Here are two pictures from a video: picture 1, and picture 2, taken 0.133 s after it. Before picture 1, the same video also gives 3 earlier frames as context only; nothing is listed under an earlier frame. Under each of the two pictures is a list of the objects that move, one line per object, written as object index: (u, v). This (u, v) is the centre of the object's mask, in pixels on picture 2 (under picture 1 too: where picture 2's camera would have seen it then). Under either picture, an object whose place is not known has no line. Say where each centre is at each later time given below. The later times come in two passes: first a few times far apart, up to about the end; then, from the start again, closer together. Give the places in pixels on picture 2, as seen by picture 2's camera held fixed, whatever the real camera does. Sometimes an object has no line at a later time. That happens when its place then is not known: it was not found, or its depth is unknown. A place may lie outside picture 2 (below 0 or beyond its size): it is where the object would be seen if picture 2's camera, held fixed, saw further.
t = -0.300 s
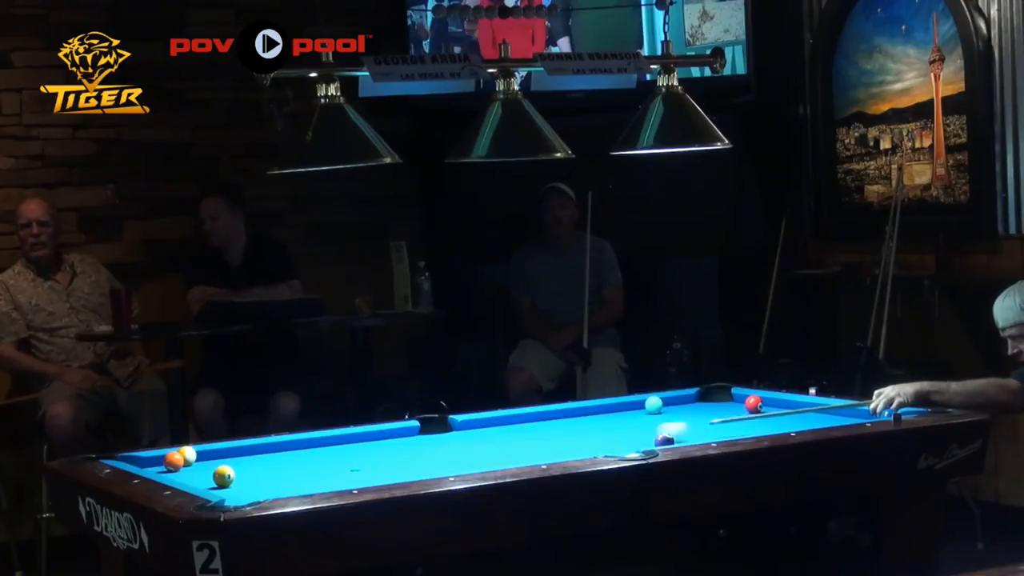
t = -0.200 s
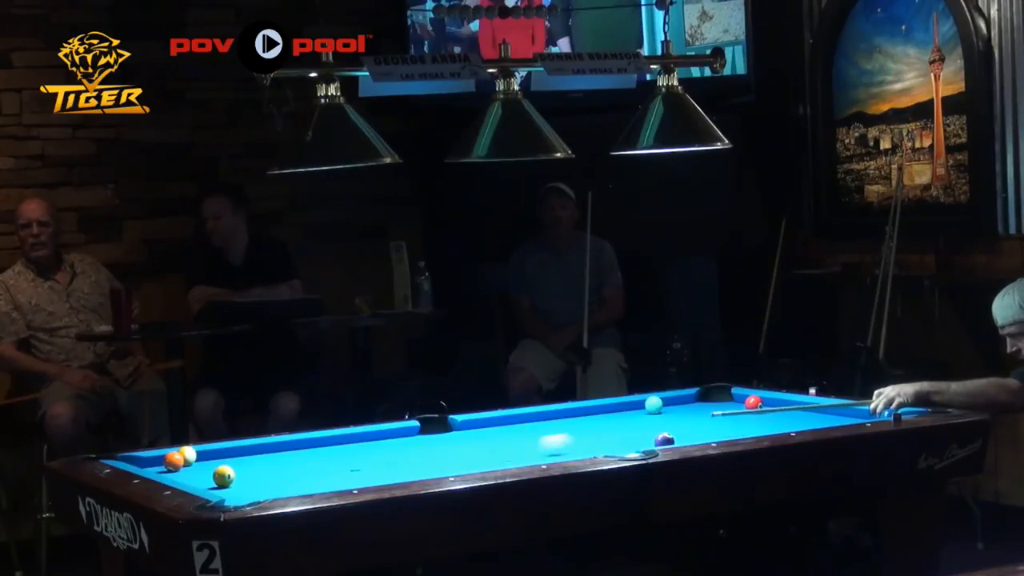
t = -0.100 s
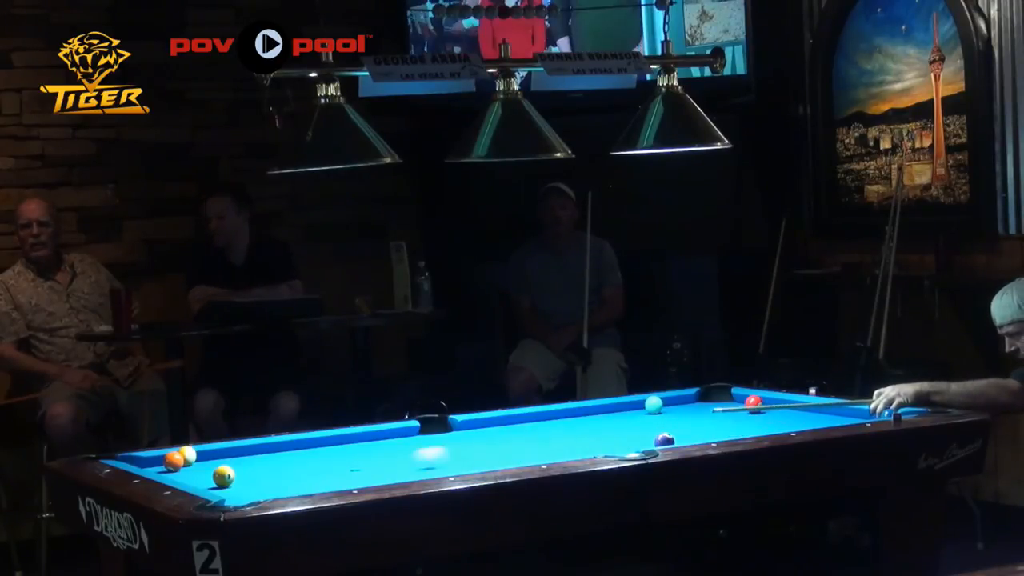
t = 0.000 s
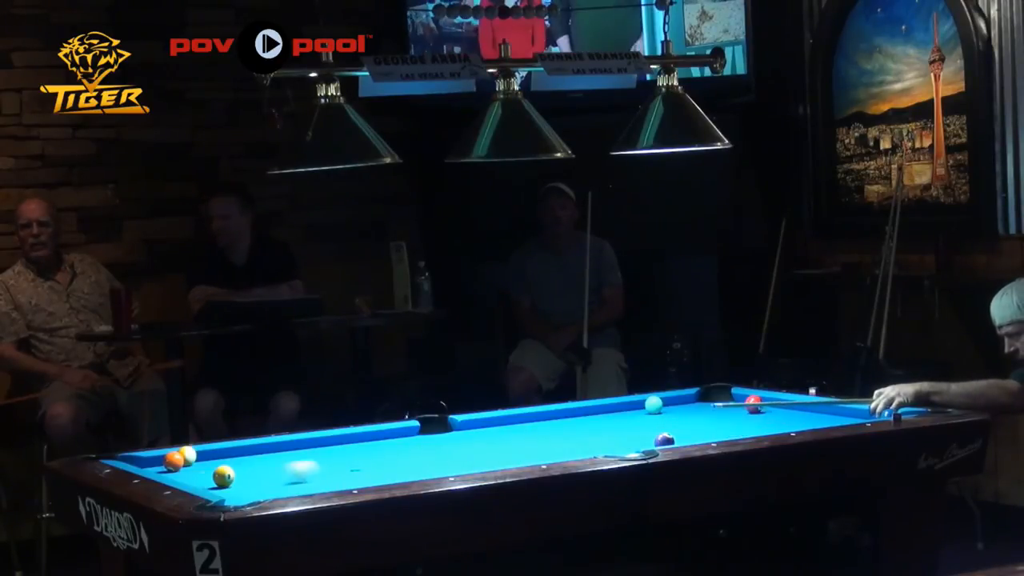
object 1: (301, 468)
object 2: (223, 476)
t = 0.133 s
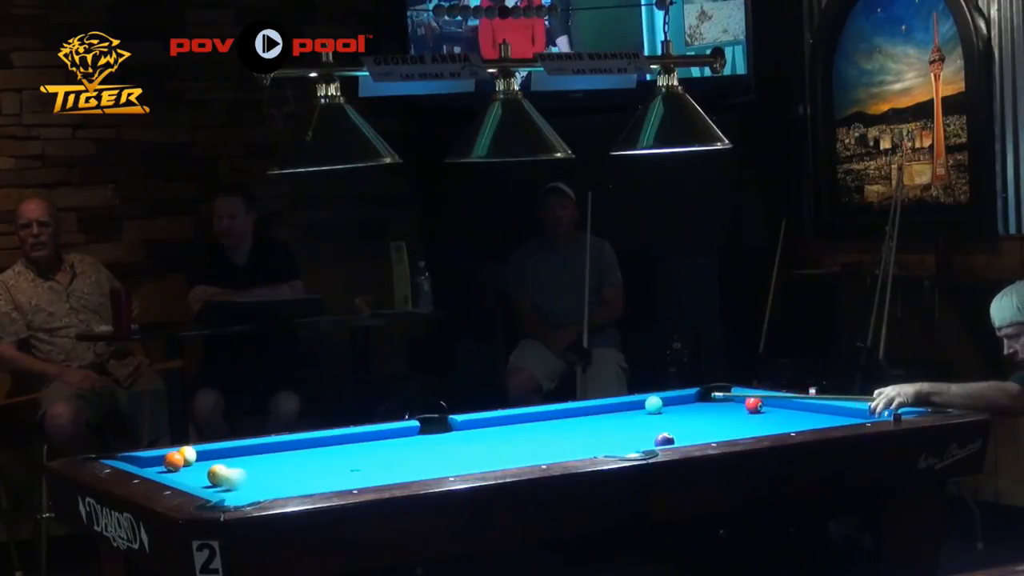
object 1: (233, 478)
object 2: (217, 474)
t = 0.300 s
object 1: (366, 461)
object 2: (208, 472)
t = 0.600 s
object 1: (544, 439)
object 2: (192, 469)
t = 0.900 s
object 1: (698, 420)
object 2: (177, 466)
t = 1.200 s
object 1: (797, 407)
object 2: (163, 464)
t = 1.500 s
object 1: (714, 418)
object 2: (150, 463)
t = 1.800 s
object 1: (631, 428)
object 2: (138, 461)
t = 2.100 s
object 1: (546, 439)
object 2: (134, 461)
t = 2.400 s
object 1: (458, 450)
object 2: (134, 460)
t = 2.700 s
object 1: (369, 462)
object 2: (135, 460)
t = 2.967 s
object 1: (288, 472)
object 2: (136, 460)
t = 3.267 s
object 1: (196, 480)
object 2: (136, 460)
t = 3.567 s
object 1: (251, 478)
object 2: (136, 460)
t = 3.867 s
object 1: (304, 471)
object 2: (136, 459)
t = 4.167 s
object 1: (353, 465)
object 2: (136, 460)
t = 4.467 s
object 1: (398, 460)
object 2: (136, 460)
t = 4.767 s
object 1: (439, 454)
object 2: (136, 459)
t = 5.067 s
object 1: (478, 450)
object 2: (136, 459)
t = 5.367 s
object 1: (513, 445)
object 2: (136, 459)
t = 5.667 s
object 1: (545, 441)
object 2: (136, 460)
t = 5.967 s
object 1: (575, 437)
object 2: (136, 460)
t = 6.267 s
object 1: (602, 434)
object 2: (136, 460)
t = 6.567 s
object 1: (626, 432)
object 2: (136, 459)
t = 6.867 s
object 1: (648, 429)
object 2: (136, 460)
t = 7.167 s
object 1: (667, 426)
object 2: (136, 460)
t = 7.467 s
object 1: (684, 425)
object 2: (136, 460)
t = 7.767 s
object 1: (699, 424)
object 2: (136, 460)
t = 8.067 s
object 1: (710, 422)
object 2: (136, 459)
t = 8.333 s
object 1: (720, 421)
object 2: (136, 460)
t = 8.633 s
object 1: (727, 420)
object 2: (136, 460)
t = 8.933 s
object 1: (734, 419)
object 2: (136, 459)
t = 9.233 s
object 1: (739, 419)
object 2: (136, 459)
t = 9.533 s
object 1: (742, 419)
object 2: (136, 460)
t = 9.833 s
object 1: (742, 419)
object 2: (136, 460)
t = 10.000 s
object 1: (742, 419)
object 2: (136, 460)
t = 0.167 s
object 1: (261, 474)
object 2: (216, 474)
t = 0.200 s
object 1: (290, 470)
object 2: (214, 474)
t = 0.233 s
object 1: (317, 467)
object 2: (212, 473)
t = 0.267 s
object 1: (343, 464)
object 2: (210, 473)
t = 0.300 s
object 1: (366, 461)
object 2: (208, 472)
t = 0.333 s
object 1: (389, 458)
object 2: (206, 472)
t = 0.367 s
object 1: (411, 456)
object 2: (205, 471)
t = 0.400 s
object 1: (431, 453)
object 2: (203, 471)
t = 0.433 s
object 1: (450, 451)
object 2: (201, 471)
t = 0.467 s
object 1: (469, 448)
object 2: (199, 470)
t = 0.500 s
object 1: (489, 446)
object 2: (197, 470)
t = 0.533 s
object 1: (507, 444)
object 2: (196, 470)
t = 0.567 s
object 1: (526, 441)
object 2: (194, 469)
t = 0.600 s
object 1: (544, 439)
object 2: (192, 469)
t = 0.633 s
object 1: (562, 437)
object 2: (190, 468)
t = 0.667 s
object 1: (580, 434)
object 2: (189, 468)
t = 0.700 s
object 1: (598, 432)
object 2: (187, 468)
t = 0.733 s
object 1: (615, 430)
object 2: (185, 468)
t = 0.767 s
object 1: (632, 428)
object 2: (184, 468)
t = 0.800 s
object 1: (649, 426)
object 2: (183, 467)
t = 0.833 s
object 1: (666, 424)
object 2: (181, 467)
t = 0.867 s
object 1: (681, 422)
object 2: (179, 467)
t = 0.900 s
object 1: (698, 420)
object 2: (177, 466)
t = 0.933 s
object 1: (714, 418)
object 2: (176, 466)
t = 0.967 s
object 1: (729, 415)
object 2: (174, 465)
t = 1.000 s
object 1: (745, 414)
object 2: (173, 464)
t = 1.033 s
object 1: (761, 412)
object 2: (171, 464)
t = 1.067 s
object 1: (776, 410)
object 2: (170, 464)
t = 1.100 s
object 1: (791, 408)
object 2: (167, 464)
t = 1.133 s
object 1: (806, 406)
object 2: (166, 464)
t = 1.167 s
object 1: (809, 406)
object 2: (164, 464)
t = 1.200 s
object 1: (797, 407)
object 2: (163, 464)
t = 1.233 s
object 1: (787, 409)
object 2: (161, 464)
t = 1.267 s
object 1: (778, 410)
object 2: (159, 464)
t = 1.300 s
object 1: (769, 411)
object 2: (158, 464)
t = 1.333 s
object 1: (760, 412)
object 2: (157, 463)
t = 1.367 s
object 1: (751, 413)
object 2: (155, 463)
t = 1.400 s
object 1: (741, 414)
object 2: (154, 463)
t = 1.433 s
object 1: (732, 415)
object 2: (152, 463)
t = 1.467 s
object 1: (723, 416)
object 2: (151, 463)
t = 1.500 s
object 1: (714, 418)
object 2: (150, 463)
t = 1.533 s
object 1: (705, 419)
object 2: (148, 462)
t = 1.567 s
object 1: (695, 419)
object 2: (147, 462)
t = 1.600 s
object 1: (687, 421)
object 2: (146, 462)
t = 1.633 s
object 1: (677, 422)
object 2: (145, 462)
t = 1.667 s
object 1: (668, 423)
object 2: (143, 462)
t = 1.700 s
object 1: (659, 424)
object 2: (142, 462)
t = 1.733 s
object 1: (650, 425)
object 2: (141, 461)
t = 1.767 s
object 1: (641, 427)
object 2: (140, 462)
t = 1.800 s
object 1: (631, 428)
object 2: (138, 461)
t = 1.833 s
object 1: (622, 429)
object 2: (137, 461)
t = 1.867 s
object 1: (613, 431)
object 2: (136, 461)
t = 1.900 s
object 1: (603, 432)
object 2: (135, 461)
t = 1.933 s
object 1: (594, 433)
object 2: (134, 461)
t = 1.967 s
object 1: (585, 434)
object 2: (134, 461)
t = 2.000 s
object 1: (575, 435)
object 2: (134, 461)
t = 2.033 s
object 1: (565, 437)
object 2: (134, 461)
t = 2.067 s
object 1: (556, 438)
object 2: (134, 460)
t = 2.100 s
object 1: (546, 439)
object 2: (134, 461)
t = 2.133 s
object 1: (536, 440)
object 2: (134, 460)
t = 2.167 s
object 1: (527, 442)
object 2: (134, 460)
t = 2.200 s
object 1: (517, 443)
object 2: (134, 460)
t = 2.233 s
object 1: (507, 444)
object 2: (134, 460)
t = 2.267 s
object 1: (497, 445)
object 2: (134, 460)
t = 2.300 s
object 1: (487, 447)
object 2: (134, 460)
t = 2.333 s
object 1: (478, 448)
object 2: (134, 460)
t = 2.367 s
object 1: (468, 449)
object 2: (134, 460)
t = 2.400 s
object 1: (458, 450)
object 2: (134, 460)
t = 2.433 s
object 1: (448, 452)
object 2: (134, 460)
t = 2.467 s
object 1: (438, 453)
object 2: (134, 460)
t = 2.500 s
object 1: (428, 454)
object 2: (134, 460)
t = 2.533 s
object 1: (419, 455)
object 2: (134, 460)
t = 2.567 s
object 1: (408, 456)
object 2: (134, 460)
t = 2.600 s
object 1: (399, 458)
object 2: (135, 460)
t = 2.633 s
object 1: (389, 459)
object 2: (135, 460)
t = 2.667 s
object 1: (379, 461)
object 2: (135, 460)
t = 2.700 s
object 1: (369, 462)
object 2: (135, 460)
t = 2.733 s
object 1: (359, 463)
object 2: (135, 460)
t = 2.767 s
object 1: (349, 464)
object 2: (135, 460)
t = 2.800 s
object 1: (339, 466)
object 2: (135, 460)
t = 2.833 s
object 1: (328, 467)
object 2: (135, 460)
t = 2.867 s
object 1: (318, 468)
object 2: (136, 460)
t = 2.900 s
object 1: (308, 470)
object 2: (136, 460)
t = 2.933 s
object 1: (298, 471)
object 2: (136, 460)
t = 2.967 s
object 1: (288, 472)
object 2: (136, 460)
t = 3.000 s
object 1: (277, 474)
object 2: (136, 460)
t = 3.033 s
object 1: (267, 475)
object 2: (136, 460)
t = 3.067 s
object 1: (257, 476)
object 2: (136, 460)
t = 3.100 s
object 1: (246, 478)
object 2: (136, 460)
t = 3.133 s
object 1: (236, 479)
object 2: (136, 460)
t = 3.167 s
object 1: (226, 481)
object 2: (136, 460)
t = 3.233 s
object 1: (205, 481)
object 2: (136, 459)
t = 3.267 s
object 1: (196, 480)
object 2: (136, 460)
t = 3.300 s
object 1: (200, 481)
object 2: (136, 460)
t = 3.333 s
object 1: (207, 482)
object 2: (136, 460)
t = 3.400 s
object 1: (219, 482)
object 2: (136, 460)
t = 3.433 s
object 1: (225, 481)
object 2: (136, 460)
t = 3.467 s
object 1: (232, 480)
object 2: (136, 460)
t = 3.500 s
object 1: (238, 480)
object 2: (136, 460)
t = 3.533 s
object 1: (244, 479)
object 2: (136, 460)
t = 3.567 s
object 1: (251, 478)
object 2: (136, 460)
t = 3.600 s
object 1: (257, 477)
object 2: (136, 460)
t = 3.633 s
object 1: (263, 476)
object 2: (136, 460)
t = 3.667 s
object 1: (268, 476)
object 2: (136, 460)
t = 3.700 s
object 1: (275, 475)
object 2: (136, 459)
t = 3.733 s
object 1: (281, 474)
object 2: (136, 460)
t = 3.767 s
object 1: (286, 474)
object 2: (136, 460)
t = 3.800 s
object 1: (292, 473)
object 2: (136, 460)
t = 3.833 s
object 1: (298, 472)
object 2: (136, 460)
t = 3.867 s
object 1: (304, 471)
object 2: (136, 459)
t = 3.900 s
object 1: (309, 471)
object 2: (136, 460)
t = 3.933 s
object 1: (315, 470)
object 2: (136, 460)
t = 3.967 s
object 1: (321, 469)
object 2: (136, 460)
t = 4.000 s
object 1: (326, 469)
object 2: (136, 460)
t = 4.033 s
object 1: (331, 468)
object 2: (136, 460)
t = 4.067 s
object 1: (337, 467)
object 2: (136, 460)
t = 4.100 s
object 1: (343, 466)
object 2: (136, 460)
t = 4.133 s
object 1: (348, 466)
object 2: (136, 460)
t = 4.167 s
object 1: (353, 465)
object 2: (136, 460)
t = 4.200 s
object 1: (358, 465)
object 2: (136, 460)
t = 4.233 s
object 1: (363, 464)
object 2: (136, 460)
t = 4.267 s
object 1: (369, 463)
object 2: (136, 460)
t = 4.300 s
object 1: (374, 463)
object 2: (136, 460)
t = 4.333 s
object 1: (379, 462)
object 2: (136, 460)
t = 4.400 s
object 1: (388, 461)
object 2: (136, 460)
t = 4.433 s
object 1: (394, 460)
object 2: (136, 460)
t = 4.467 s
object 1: (398, 460)
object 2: (136, 460)
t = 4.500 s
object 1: (403, 459)
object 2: (136, 460)
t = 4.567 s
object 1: (412, 458)
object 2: (136, 460)
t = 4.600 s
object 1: (417, 457)
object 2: (136, 459)
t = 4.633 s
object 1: (421, 457)
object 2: (136, 459)
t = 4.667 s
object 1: (426, 456)
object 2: (136, 460)
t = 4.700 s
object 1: (431, 456)
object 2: (136, 460)
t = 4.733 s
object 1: (435, 455)
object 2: (136, 460)
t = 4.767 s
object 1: (439, 454)
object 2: (136, 459)
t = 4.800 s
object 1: (444, 454)
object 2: (136, 459)
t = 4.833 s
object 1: (449, 453)
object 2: (136, 459)
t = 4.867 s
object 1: (453, 453)
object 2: (136, 459)
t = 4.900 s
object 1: (457, 452)
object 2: (136, 459)
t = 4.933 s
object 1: (461, 452)
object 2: (136, 459)
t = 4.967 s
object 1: (466, 451)
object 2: (136, 459)
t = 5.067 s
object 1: (478, 450)
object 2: (136, 459)
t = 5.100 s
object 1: (482, 449)
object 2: (136, 460)
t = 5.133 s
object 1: (486, 449)
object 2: (136, 460)
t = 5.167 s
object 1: (490, 448)
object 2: (136, 459)
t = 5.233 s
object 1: (498, 447)
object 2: (136, 460)
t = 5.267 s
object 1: (502, 447)
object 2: (136, 460)
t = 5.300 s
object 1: (506, 446)
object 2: (136, 460)
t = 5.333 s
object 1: (510, 446)
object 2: (136, 460)
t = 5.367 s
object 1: (513, 445)
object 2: (136, 459)
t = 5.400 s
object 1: (517, 445)
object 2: (136, 459)
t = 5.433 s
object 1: (521, 444)
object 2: (136, 459)
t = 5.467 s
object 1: (524, 444)
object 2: (136, 459)
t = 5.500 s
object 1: (528, 443)
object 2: (136, 459)
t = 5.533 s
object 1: (531, 443)
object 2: (136, 460)
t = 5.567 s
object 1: (535, 443)
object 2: (136, 460)
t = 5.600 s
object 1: (538, 442)
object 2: (136, 460)
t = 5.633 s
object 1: (541, 441)
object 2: (136, 460)
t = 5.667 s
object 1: (545, 441)
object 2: (136, 460)
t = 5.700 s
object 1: (548, 441)
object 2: (136, 460)
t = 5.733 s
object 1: (552, 440)
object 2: (136, 460)
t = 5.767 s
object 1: (555, 440)
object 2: (136, 460)
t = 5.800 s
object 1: (558, 440)
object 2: (136, 460)
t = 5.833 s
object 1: (562, 439)
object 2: (136, 460)
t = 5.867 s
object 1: (565, 439)
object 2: (136, 460)
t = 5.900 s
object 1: (568, 438)
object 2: (136, 460)
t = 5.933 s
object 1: (572, 438)
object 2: (136, 460)
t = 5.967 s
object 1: (575, 437)
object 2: (136, 460)
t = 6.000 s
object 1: (578, 437)
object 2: (136, 460)
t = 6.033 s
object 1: (581, 437)
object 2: (136, 460)
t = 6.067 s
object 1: (584, 436)
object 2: (136, 460)
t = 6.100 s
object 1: (587, 436)
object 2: (136, 460)
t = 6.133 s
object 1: (590, 436)
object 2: (136, 459)
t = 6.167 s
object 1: (593, 435)
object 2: (136, 460)
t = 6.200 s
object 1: (596, 435)
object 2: (136, 460)
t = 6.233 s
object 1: (599, 435)
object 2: (136, 460)
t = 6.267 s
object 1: (602, 434)
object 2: (136, 460)
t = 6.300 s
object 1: (605, 434)
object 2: (136, 459)
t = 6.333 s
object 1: (607, 434)
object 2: (136, 459)
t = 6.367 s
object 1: (610, 433)
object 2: (136, 460)
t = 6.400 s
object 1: (613, 433)
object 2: (136, 460)
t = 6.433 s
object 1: (616, 432)
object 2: (136, 459)
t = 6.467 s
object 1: (618, 432)
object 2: (136, 460)
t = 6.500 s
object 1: (621, 432)
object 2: (136, 460)
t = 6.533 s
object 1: (623, 432)
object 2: (136, 460)
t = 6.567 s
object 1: (626, 432)
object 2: (136, 459)
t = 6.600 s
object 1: (629, 431)
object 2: (136, 460)
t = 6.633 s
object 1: (631, 431)
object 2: (136, 460)
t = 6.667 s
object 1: (633, 431)
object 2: (136, 459)
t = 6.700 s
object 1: (636, 430)
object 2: (136, 459)
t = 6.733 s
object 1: (639, 430)
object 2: (136, 459)
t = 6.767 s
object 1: (641, 430)
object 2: (136, 460)
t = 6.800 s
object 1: (644, 430)
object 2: (136, 460)
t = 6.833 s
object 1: (646, 430)
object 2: (136, 460)
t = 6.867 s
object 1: (648, 429)
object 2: (136, 460)
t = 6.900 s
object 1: (650, 429)
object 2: (136, 460)
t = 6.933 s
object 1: (652, 428)
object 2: (136, 460)
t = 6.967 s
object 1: (654, 428)
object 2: (136, 459)
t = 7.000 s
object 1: (656, 427)
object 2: (136, 459)
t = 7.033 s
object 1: (658, 427)
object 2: (136, 459)
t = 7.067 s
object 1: (660, 426)
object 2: (136, 459)
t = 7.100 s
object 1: (662, 426)
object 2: (136, 460)
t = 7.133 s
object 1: (665, 425)
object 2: (136, 460)
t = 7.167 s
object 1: (667, 426)
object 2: (136, 460)
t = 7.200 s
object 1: (670, 426)
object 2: (136, 460)
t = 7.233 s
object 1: (672, 427)
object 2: (136, 460)
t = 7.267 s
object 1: (674, 427)
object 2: (136, 460)
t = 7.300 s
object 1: (675, 426)
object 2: (136, 460)
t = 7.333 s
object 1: (677, 426)
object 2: (136, 460)
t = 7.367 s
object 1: (679, 426)
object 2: (136, 460)
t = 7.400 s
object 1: (680, 426)
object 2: (136, 460)
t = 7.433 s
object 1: (682, 426)
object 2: (136, 460)
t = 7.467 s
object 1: (684, 425)
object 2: (136, 460)
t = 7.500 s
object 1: (686, 425)
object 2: (136, 460)
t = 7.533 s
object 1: (688, 425)
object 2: (136, 460)
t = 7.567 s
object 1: (689, 425)
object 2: (136, 460)
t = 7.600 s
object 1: (690, 424)
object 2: (136, 460)
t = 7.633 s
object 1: (692, 424)
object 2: (136, 460)
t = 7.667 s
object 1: (693, 424)
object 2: (136, 460)
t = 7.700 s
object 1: (696, 424)
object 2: (136, 460)
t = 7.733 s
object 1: (697, 424)
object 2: (136, 460)
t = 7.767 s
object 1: (699, 424)
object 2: (136, 460)
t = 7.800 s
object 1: (700, 423)
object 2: (136, 460)
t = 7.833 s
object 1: (701, 423)
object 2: (136, 459)
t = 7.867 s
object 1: (702, 423)
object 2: (136, 459)
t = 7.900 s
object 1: (704, 423)
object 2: (136, 460)
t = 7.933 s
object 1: (706, 423)
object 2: (136, 460)
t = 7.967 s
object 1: (707, 423)
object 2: (136, 459)
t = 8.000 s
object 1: (708, 422)
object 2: (136, 459)
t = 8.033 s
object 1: (709, 422)
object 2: (136, 459)
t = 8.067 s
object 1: (710, 422)
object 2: (136, 459)
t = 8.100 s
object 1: (711, 421)
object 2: (136, 459)
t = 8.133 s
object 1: (713, 421)
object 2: (136, 459)
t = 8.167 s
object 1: (714, 421)
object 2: (136, 460)
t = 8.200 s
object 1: (715, 421)
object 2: (136, 460)
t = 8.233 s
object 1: (716, 421)
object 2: (136, 459)
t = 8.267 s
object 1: (717, 421)
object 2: (136, 459)
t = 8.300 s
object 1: (719, 421)
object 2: (136, 460)
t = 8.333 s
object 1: (720, 421)
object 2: (136, 460)
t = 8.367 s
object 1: (721, 421)
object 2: (136, 460)
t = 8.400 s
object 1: (722, 421)
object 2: (136, 459)
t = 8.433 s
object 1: (723, 421)
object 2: (136, 460)
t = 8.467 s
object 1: (723, 420)
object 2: (136, 460)
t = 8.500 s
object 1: (724, 420)
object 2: (136, 460)
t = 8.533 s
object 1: (725, 420)
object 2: (136, 460)
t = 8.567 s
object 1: (726, 420)
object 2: (136, 460)
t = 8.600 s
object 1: (727, 420)
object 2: (136, 460)
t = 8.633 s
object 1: (727, 420)
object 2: (136, 460)
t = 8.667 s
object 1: (729, 420)
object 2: (136, 460)
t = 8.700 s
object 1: (729, 420)
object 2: (136, 460)
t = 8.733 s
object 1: (730, 420)
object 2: (136, 460)
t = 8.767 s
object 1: (731, 420)
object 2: (136, 459)
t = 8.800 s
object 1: (732, 420)
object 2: (136, 460)
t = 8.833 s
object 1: (732, 419)
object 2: (136, 460)
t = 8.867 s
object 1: (733, 419)
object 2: (136, 460)
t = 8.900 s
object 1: (734, 419)
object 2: (136, 460)
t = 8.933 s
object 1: (734, 419)
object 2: (136, 459)
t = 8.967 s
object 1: (735, 419)
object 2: (136, 460)
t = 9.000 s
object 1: (735, 419)
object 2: (136, 459)
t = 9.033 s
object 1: (736, 419)
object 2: (136, 460)
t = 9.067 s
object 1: (736, 419)
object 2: (136, 460)
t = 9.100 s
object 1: (736, 419)
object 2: (136, 459)
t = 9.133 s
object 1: (737, 419)
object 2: (136, 460)
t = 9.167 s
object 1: (738, 419)
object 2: (136, 460)
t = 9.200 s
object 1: (738, 419)
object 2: (136, 460)
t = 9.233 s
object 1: (739, 419)
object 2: (136, 459)
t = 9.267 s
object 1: (739, 419)
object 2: (136, 459)
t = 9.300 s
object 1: (740, 419)
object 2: (136, 460)
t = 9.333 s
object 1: (740, 419)
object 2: (136, 460)
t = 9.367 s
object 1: (740, 419)
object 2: (136, 460)
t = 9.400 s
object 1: (741, 419)
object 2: (136, 460)
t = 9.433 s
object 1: (741, 419)
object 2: (136, 460)
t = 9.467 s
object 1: (741, 419)
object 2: (136, 460)
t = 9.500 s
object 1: (741, 419)
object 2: (136, 460)
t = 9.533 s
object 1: (742, 419)
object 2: (136, 460)
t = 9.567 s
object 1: (742, 419)
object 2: (136, 460)
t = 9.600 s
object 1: (742, 419)
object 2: (136, 460)
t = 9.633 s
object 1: (742, 419)
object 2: (136, 460)
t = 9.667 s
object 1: (742, 419)
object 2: (136, 460)
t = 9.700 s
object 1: (742, 419)
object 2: (136, 460)
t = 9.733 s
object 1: (742, 419)
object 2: (136, 460)
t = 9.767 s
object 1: (742, 419)
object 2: (136, 460)
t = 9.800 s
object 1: (742, 419)
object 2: (136, 460)
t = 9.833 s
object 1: (742, 419)
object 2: (136, 460)
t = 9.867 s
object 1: (742, 419)
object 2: (136, 460)
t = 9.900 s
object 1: (742, 419)
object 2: (136, 460)
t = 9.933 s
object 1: (742, 419)
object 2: (136, 460)
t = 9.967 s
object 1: (742, 419)
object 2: (136, 460)
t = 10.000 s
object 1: (742, 419)
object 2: (136, 460)
